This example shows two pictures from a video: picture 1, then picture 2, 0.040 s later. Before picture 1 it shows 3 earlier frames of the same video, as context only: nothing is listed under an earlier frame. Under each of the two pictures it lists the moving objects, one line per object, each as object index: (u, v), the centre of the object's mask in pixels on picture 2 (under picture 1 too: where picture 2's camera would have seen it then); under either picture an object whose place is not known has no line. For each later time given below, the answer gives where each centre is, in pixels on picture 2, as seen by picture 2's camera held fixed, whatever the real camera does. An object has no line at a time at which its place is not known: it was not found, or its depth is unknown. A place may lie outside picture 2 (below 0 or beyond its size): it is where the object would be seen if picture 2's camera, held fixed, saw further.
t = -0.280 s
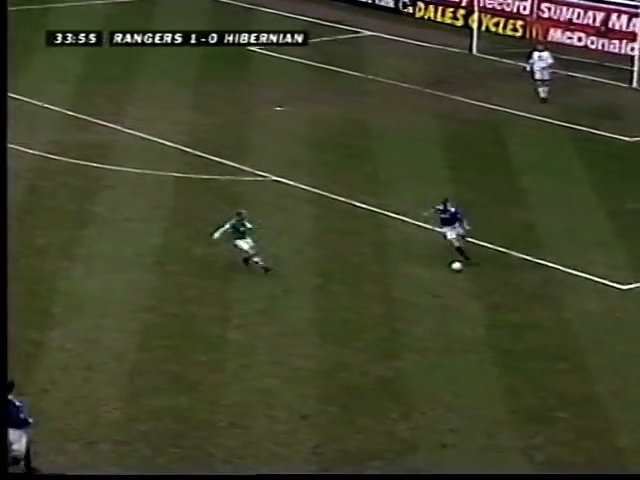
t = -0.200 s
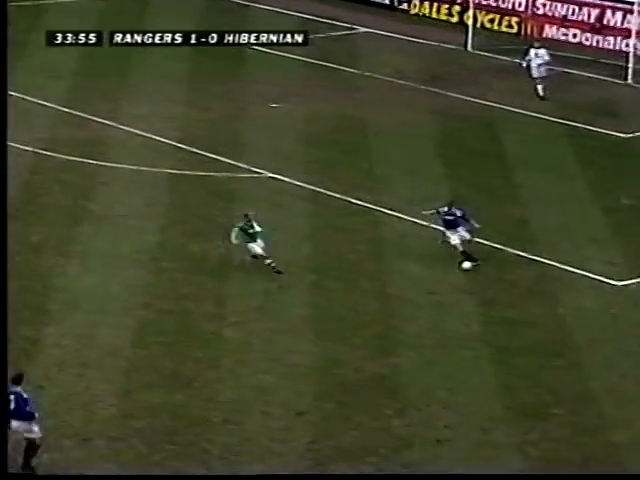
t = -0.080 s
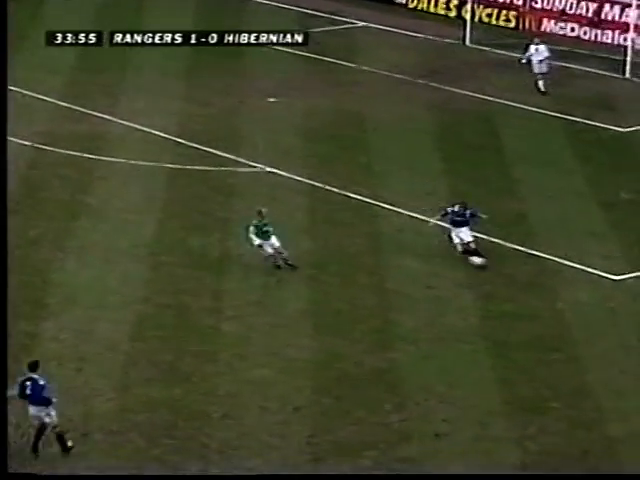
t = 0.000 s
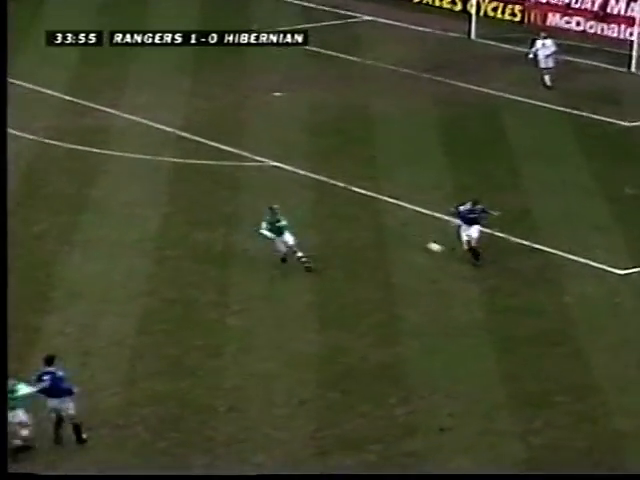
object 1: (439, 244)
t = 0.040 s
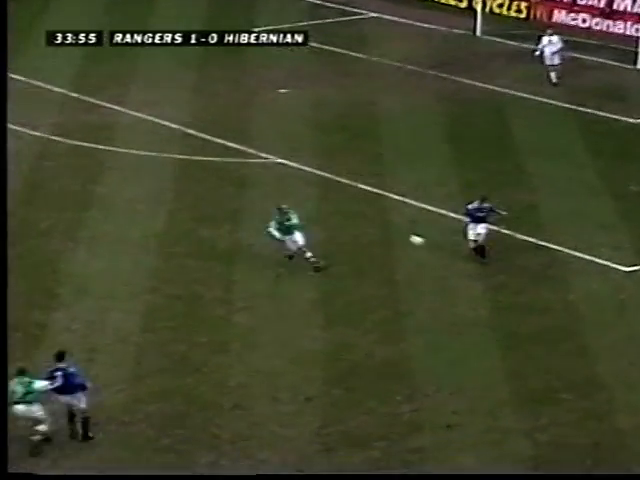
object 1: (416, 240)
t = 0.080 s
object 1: (392, 237)
